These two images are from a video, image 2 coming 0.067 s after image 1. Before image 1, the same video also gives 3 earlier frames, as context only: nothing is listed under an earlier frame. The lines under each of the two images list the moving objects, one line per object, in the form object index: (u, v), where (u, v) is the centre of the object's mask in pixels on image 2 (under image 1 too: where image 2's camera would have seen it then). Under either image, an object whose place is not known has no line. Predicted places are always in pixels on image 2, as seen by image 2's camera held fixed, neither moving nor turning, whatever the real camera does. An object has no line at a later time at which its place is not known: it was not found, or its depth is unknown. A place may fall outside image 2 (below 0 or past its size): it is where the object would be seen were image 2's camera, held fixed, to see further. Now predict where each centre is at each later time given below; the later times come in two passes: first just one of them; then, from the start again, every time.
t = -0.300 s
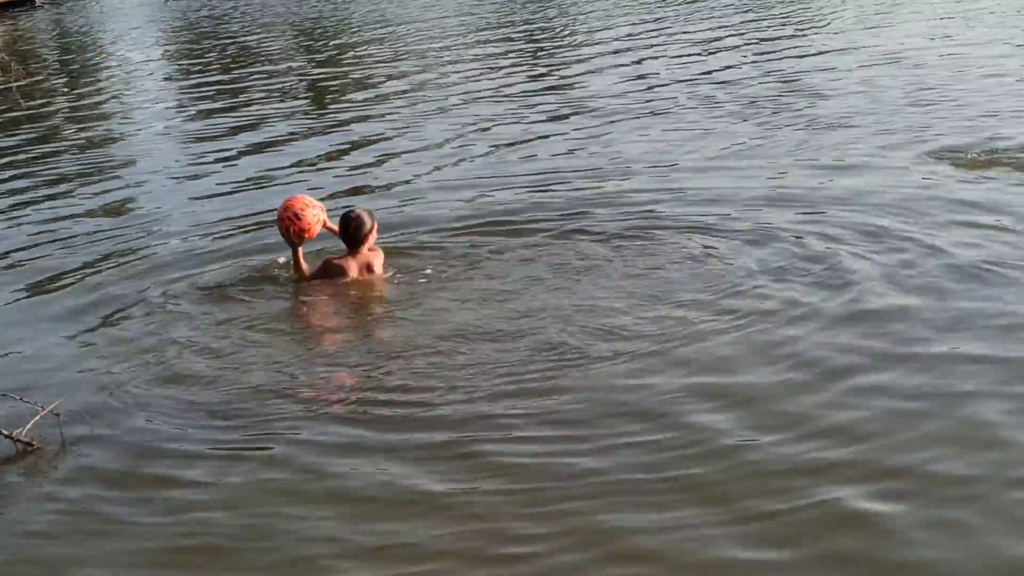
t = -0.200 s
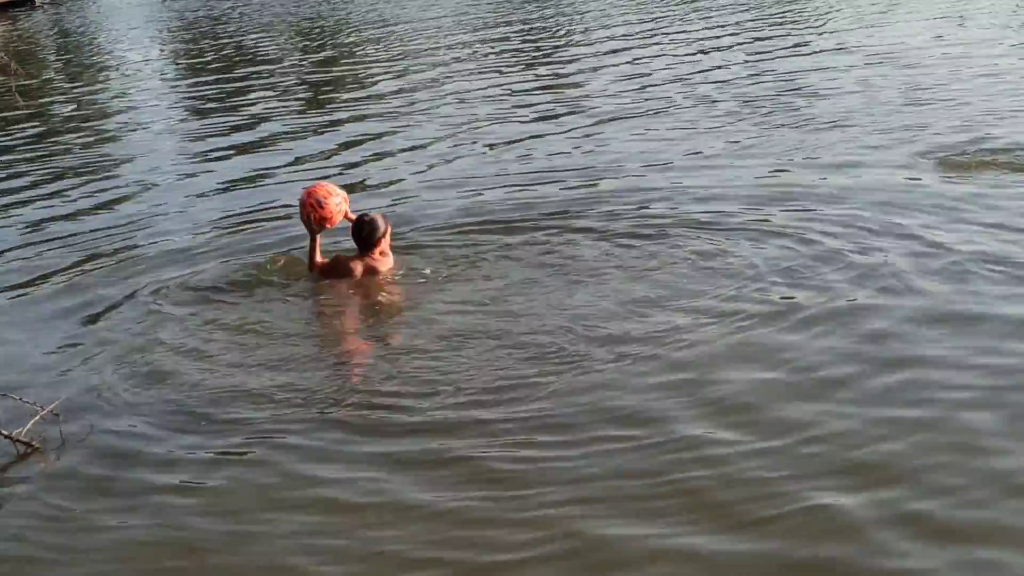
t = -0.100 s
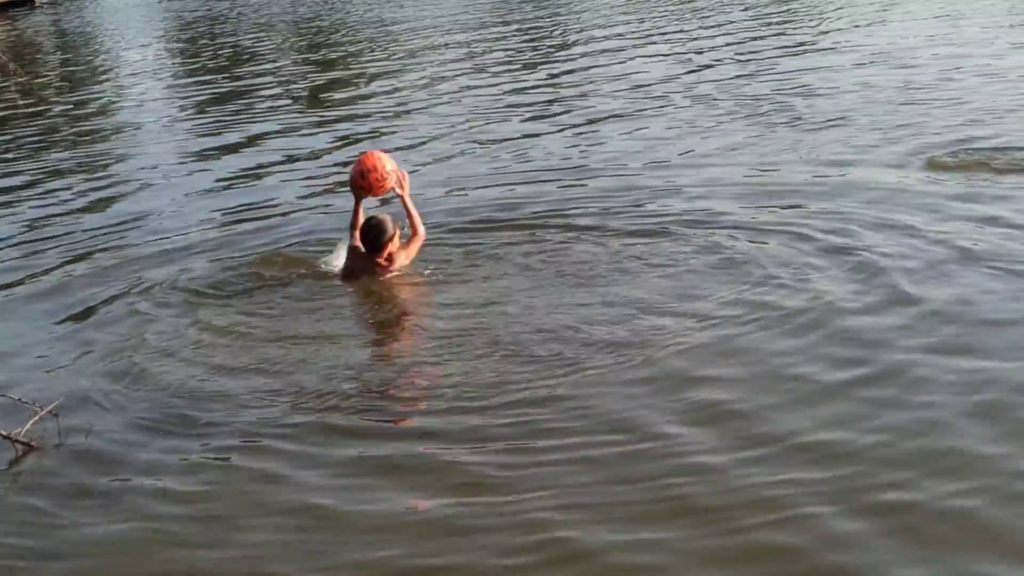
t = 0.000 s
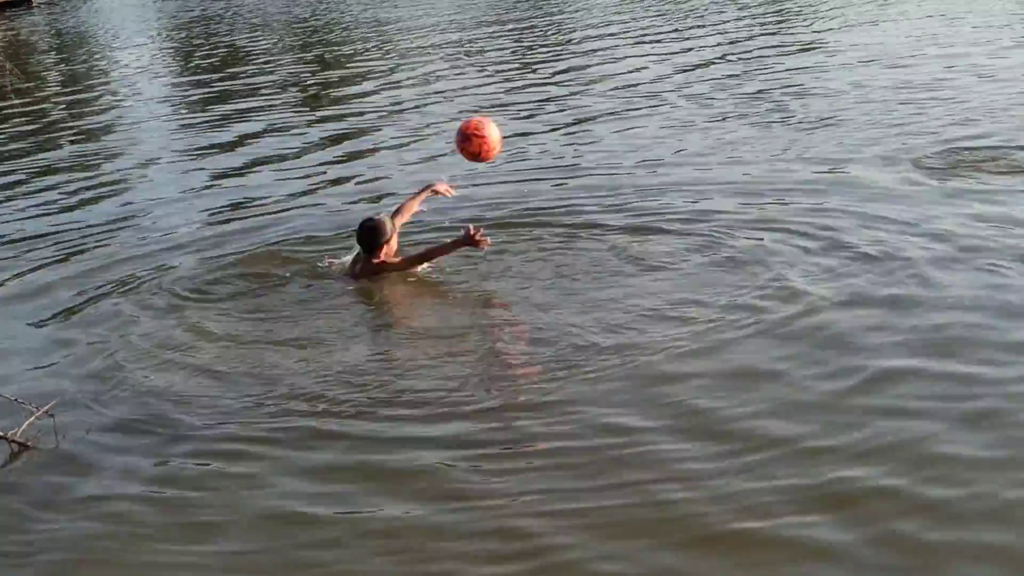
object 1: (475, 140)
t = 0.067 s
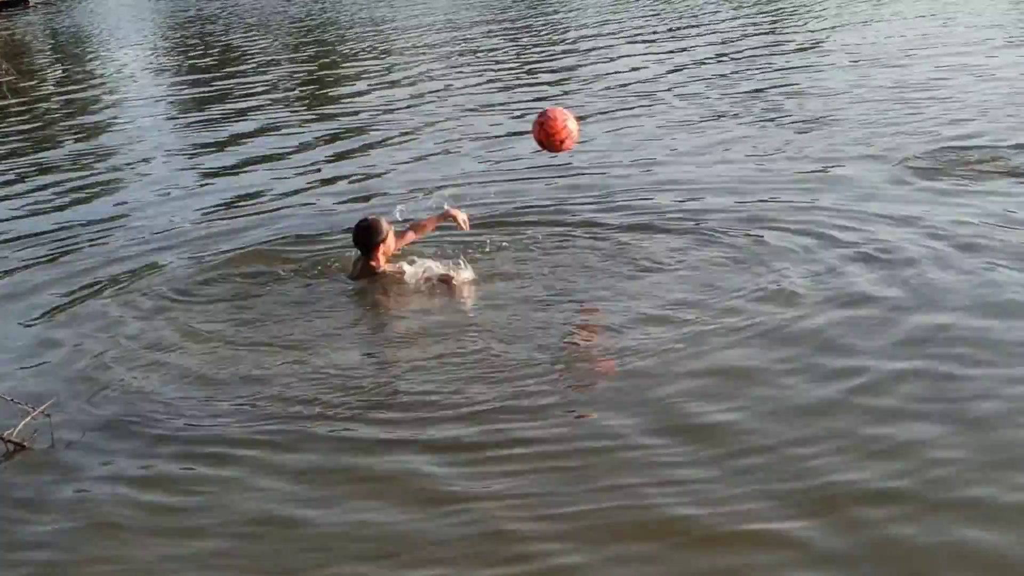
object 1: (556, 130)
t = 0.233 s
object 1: (748, 144)
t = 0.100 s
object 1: (594, 128)
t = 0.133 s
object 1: (633, 129)
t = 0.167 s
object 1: (672, 132)
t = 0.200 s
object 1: (711, 136)
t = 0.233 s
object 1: (748, 144)
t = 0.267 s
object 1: (786, 153)
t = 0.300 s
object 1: (823, 163)
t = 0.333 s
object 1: (859, 176)
